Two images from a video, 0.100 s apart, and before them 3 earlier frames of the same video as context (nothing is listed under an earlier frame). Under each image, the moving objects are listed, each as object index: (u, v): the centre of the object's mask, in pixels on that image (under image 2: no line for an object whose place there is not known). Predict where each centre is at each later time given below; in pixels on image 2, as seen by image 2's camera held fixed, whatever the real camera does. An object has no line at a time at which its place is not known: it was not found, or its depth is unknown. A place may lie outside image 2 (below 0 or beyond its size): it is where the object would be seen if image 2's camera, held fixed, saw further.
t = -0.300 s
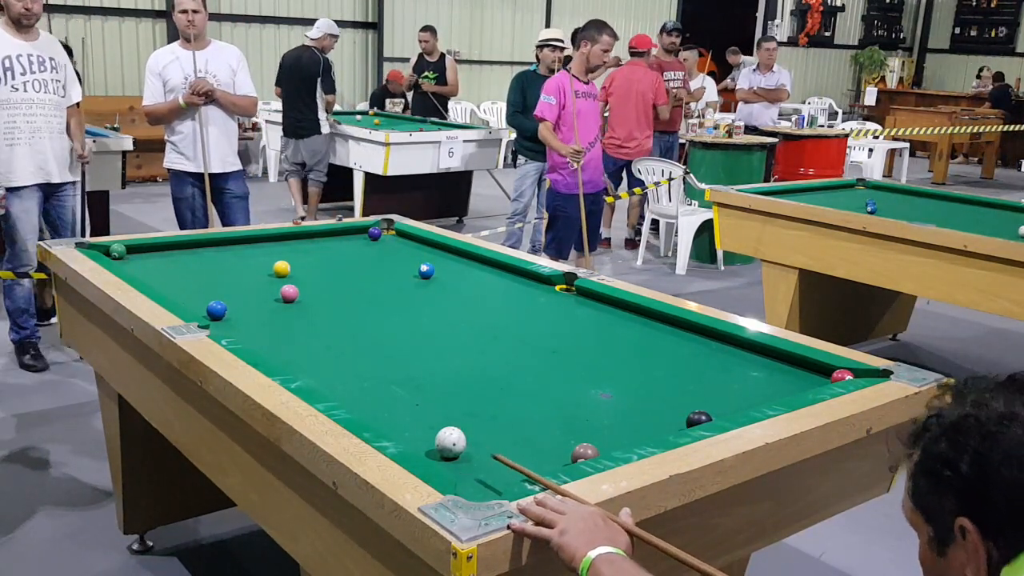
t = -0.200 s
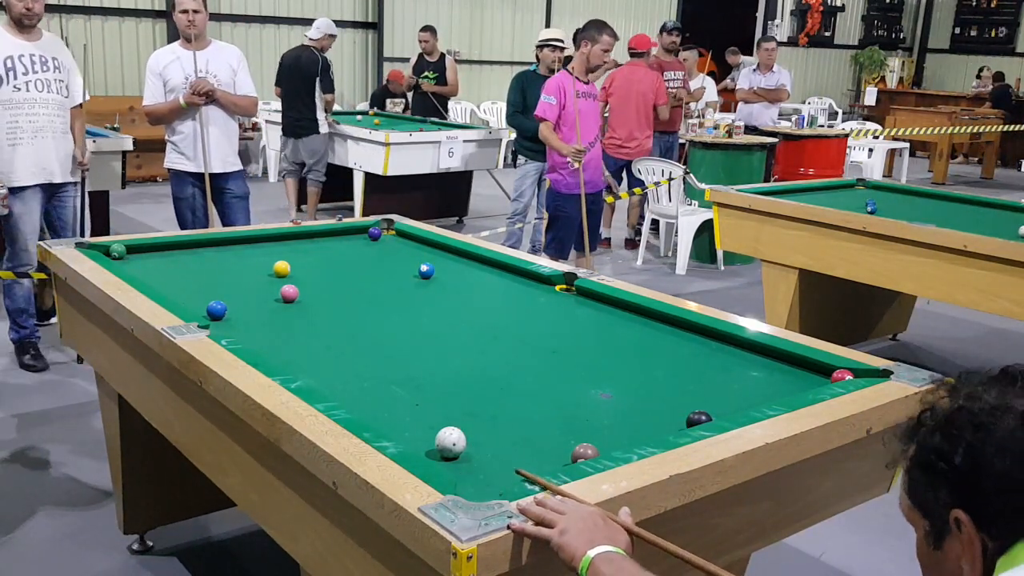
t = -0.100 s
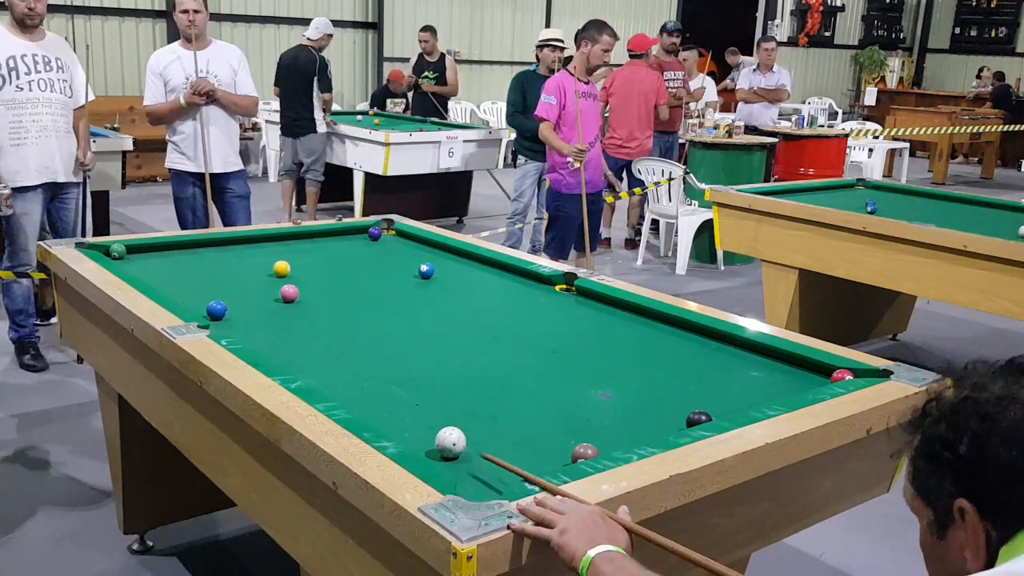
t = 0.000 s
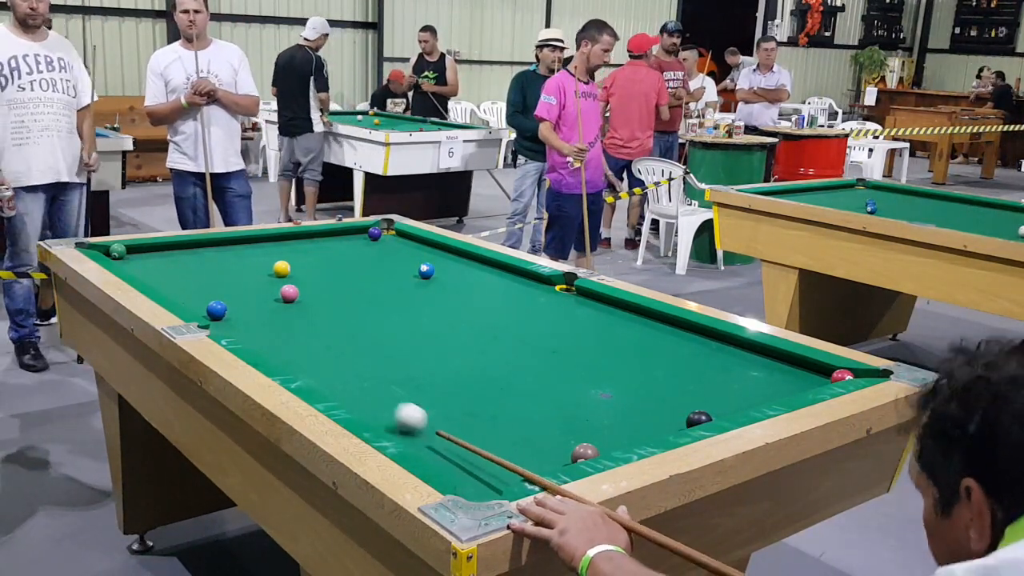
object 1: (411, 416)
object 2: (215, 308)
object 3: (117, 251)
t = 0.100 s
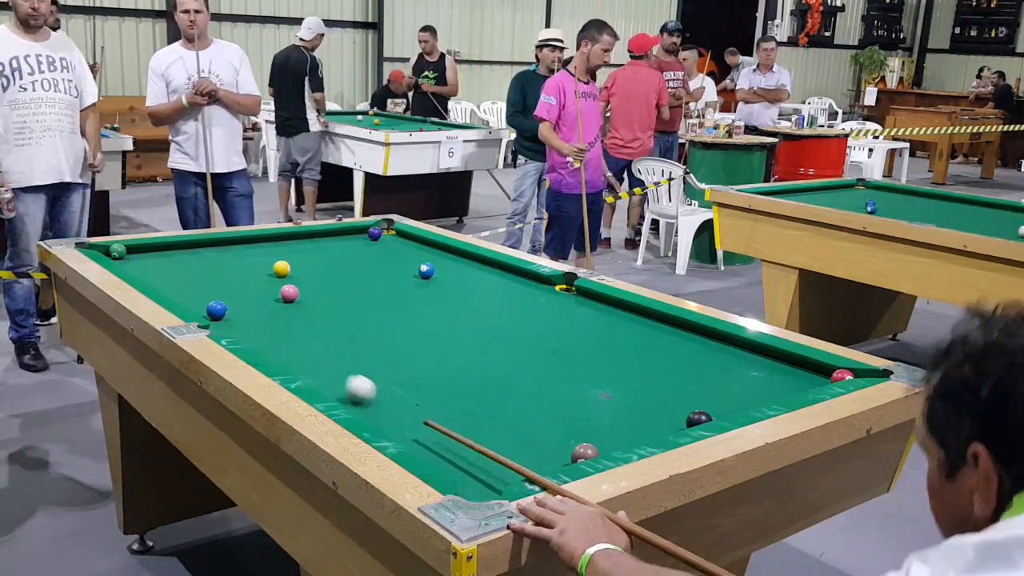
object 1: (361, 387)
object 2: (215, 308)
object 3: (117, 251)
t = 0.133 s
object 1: (345, 379)
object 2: (215, 308)
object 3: (117, 251)
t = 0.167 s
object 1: (331, 371)
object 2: (215, 308)
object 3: (117, 251)
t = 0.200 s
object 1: (317, 363)
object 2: (215, 308)
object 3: (117, 251)
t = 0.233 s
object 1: (304, 355)
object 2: (215, 308)
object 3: (117, 251)
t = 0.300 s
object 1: (280, 342)
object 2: (215, 308)
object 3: (117, 251)
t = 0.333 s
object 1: (268, 335)
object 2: (215, 308)
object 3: (117, 251)
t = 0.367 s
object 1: (257, 329)
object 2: (215, 308)
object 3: (117, 251)
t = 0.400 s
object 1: (246, 323)
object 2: (215, 308)
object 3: (117, 251)
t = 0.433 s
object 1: (236, 317)
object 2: (215, 308)
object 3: (117, 251)
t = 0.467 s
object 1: (228, 313)
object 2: (212, 307)
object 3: (118, 251)
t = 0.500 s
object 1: (227, 311)
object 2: (201, 302)
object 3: (117, 251)
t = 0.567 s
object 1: (224, 307)
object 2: (178, 291)
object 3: (117, 251)
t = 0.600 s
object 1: (222, 305)
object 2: (169, 287)
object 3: (117, 251)
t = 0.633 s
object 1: (219, 303)
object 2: (159, 282)
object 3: (117, 251)
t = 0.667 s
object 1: (217, 300)
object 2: (152, 279)
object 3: (117, 251)
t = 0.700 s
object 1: (215, 298)
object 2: (147, 275)
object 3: (117, 251)
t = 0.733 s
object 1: (213, 296)
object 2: (143, 273)
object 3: (117, 251)
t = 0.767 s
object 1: (211, 294)
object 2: (140, 270)
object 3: (117, 251)
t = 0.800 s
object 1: (209, 292)
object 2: (136, 268)
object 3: (117, 251)
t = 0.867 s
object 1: (205, 288)
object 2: (128, 262)
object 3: (117, 251)
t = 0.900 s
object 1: (203, 286)
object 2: (125, 259)
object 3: (116, 250)
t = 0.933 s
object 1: (201, 284)
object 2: (121, 257)
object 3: (116, 248)
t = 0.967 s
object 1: (199, 282)
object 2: (118, 255)
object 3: (117, 247)
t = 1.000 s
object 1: (198, 280)
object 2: (115, 254)
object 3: (122, 248)
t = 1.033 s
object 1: (196, 278)
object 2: (113, 254)
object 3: (125, 251)
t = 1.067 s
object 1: (195, 276)
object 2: (113, 255)
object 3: (128, 252)
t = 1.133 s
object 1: (191, 273)
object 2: (120, 255)
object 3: (135, 252)
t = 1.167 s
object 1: (190, 271)
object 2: (123, 255)
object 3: (139, 252)
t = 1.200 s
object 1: (188, 269)
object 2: (126, 255)
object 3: (143, 253)
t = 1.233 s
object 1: (187, 268)
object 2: (129, 255)
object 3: (147, 253)
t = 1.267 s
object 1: (186, 266)
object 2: (132, 255)
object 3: (151, 254)
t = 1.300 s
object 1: (184, 264)
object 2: (136, 255)
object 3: (154, 254)
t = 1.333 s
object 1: (183, 263)
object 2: (139, 254)
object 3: (158, 254)
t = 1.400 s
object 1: (180, 260)
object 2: (145, 254)
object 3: (165, 255)
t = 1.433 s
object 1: (179, 259)
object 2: (148, 254)
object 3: (167, 254)
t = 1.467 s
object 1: (180, 258)
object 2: (150, 254)
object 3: (168, 254)
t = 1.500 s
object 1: (181, 258)
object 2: (153, 254)
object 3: (169, 252)
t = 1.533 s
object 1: (183, 257)
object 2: (154, 254)
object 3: (170, 251)
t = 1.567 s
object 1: (185, 257)
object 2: (154, 253)
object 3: (172, 250)
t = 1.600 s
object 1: (186, 256)
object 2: (155, 253)
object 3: (174, 249)
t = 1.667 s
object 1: (188, 255)
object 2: (157, 253)
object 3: (178, 246)
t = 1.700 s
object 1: (190, 255)
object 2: (158, 253)
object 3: (180, 245)
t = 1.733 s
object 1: (191, 255)
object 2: (158, 253)
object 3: (182, 244)
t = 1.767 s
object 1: (192, 254)
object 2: (159, 253)
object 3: (185, 244)
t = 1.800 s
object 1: (194, 254)
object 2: (160, 253)
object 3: (188, 243)
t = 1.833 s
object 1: (195, 254)
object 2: (160, 252)
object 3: (191, 243)
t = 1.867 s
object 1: (196, 253)
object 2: (161, 252)
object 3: (195, 243)
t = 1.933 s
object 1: (199, 252)
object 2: (162, 252)
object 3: (202, 243)
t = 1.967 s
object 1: (200, 252)
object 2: (163, 252)
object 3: (207, 244)
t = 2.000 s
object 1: (201, 252)
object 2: (163, 252)
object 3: (210, 246)
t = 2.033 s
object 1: (202, 252)
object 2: (164, 252)
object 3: (213, 246)
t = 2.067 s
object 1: (203, 252)
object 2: (164, 252)
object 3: (215, 247)
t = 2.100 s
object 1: (204, 251)
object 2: (165, 251)
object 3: (218, 248)
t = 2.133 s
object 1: (205, 251)
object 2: (165, 252)
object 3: (220, 249)
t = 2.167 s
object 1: (206, 251)
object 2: (166, 252)
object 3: (223, 249)
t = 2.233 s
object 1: (208, 251)
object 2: (167, 252)
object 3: (228, 250)
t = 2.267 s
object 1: (209, 250)
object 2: (167, 251)
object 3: (230, 250)
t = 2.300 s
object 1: (210, 250)
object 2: (168, 252)
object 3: (234, 250)
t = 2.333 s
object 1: (211, 250)
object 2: (168, 251)
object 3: (236, 251)
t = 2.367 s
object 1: (212, 249)
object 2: (168, 251)
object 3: (239, 251)
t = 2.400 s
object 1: (213, 249)
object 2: (169, 251)
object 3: (242, 251)
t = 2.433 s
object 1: (214, 249)
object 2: (169, 251)
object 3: (245, 252)
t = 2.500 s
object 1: (216, 249)
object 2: (169, 251)
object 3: (250, 252)
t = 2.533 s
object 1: (217, 248)
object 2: (170, 251)
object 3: (253, 252)
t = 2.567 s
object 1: (218, 248)
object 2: (170, 251)
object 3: (256, 252)
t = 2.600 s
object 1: (218, 248)
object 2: (170, 251)
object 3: (258, 252)
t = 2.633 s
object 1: (219, 248)
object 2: (170, 251)
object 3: (261, 253)
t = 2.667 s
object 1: (220, 248)
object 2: (170, 251)
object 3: (264, 253)
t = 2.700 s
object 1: (221, 247)
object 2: (170, 251)
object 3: (267, 253)
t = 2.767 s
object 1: (223, 247)
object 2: (170, 251)
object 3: (271, 254)
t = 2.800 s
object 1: (223, 247)
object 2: (170, 251)
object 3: (274, 254)
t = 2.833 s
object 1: (224, 247)
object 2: (170, 251)
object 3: (276, 254)
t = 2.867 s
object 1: (225, 247)
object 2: (170, 251)
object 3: (278, 254)
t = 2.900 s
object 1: (225, 246)
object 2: (170, 251)
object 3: (281, 254)
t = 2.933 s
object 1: (226, 246)
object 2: (170, 251)
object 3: (284, 254)
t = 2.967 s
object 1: (227, 246)
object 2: (170, 251)
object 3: (287, 255)
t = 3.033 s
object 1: (228, 246)
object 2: (170, 251)
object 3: (291, 256)
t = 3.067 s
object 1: (229, 246)
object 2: (170, 251)
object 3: (294, 256)
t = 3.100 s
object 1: (230, 246)
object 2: (170, 251)
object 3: (296, 256)
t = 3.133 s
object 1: (230, 245)
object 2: (170, 251)
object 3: (298, 256)
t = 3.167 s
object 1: (231, 245)
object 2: (170, 251)
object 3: (300, 256)
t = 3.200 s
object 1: (232, 245)
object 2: (170, 251)
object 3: (302, 257)
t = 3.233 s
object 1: (232, 245)
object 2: (170, 251)
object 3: (304, 257)
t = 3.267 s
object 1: (233, 245)
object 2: (170, 251)
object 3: (307, 257)
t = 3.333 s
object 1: (234, 245)
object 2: (170, 251)
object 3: (311, 257)
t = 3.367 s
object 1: (234, 245)
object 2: (170, 251)
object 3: (313, 258)
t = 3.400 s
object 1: (235, 244)
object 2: (170, 251)
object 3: (315, 258)
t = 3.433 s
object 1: (235, 244)
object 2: (170, 251)
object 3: (317, 258)
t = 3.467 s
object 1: (236, 244)
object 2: (170, 251)
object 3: (318, 258)
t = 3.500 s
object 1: (236, 244)
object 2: (170, 251)
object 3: (320, 258)
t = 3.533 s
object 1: (237, 244)
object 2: (170, 251)
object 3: (322, 258)
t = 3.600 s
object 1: (238, 244)
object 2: (170, 251)
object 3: (326, 258)
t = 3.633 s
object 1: (238, 244)
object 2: (170, 251)
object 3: (327, 259)
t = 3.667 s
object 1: (239, 244)
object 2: (170, 251)
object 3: (329, 259)
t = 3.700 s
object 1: (239, 244)
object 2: (170, 251)
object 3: (331, 259)
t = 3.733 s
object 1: (240, 244)
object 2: (170, 251)
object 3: (333, 259)
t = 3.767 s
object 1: (240, 244)
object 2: (170, 251)
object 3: (334, 259)
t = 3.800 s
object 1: (240, 244)
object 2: (170, 251)
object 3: (336, 259)
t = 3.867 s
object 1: (241, 244)
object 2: (170, 251)
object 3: (339, 260)
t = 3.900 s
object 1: (241, 244)
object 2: (170, 251)
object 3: (340, 260)
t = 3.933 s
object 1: (241, 244)
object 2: (170, 251)
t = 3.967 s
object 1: (242, 244)
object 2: (170, 251)
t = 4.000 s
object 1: (242, 244)
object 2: (170, 251)
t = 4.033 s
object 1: (242, 244)
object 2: (170, 251)
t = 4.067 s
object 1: (242, 243)
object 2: (170, 251)
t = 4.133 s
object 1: (242, 243)
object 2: (170, 251)
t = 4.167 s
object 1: (242, 244)
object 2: (170, 251)
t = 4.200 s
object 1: (242, 244)
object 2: (170, 251)
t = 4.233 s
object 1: (242, 244)
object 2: (170, 251)
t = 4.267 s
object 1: (242, 244)
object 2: (170, 251)
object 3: (355, 261)
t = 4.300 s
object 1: (242, 244)
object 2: (170, 251)
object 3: (356, 261)
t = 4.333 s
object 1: (242, 244)
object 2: (170, 251)
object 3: (357, 261)
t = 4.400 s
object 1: (242, 244)
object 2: (170, 251)
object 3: (360, 261)
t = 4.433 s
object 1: (242, 244)
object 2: (170, 251)
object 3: (361, 261)
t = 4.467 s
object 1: (242, 244)
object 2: (170, 251)
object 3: (362, 261)
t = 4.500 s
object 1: (242, 244)
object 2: (170, 251)
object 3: (363, 262)
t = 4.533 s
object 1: (242, 244)
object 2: (170, 251)
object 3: (364, 262)
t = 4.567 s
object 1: (242, 244)
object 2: (170, 251)
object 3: (364, 262)
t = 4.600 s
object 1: (242, 244)
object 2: (170, 251)
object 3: (365, 262)
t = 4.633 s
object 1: (242, 244)
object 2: (170, 251)
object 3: (366, 262)
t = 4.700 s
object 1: (242, 244)
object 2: (170, 251)
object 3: (367, 262)
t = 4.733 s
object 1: (242, 244)
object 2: (170, 251)
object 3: (368, 262)
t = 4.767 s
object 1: (242, 244)
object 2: (170, 251)
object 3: (368, 262)
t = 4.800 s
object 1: (242, 244)
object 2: (170, 251)
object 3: (369, 262)
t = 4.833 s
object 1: (242, 244)
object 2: (170, 251)
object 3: (370, 263)
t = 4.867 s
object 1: (242, 244)
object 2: (170, 251)
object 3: (370, 263)
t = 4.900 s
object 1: (242, 244)
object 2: (170, 251)
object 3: (370, 263)
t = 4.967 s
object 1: (242, 243)
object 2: (170, 251)
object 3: (371, 263)
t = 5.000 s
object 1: (242, 244)
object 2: (170, 251)
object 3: (372, 263)
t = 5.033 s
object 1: (242, 243)
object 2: (170, 251)
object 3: (372, 263)
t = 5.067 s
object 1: (242, 243)
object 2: (170, 251)
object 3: (373, 263)
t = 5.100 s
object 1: (242, 243)
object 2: (170, 251)
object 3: (373, 263)
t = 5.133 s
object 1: (242, 243)
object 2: (170, 251)
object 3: (373, 263)
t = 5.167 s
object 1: (242, 243)
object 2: (170, 251)
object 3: (373, 263)
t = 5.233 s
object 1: (242, 244)
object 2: (170, 251)
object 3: (374, 263)
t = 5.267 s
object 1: (242, 244)
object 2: (170, 251)
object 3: (374, 263)
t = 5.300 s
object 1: (242, 244)
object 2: (170, 251)
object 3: (374, 263)
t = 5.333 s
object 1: (242, 244)
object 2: (170, 251)
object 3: (375, 263)
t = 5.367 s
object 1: (242, 244)
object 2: (170, 251)
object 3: (375, 263)
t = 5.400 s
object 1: (242, 243)
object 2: (170, 251)
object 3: (375, 263)
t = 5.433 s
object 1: (242, 244)
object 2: (170, 251)
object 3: (375, 263)
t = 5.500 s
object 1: (242, 243)
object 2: (170, 251)
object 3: (375, 263)
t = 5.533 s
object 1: (242, 244)
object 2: (170, 251)
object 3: (374, 263)
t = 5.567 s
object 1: (242, 244)
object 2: (170, 251)
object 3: (374, 263)
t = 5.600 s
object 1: (242, 244)
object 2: (170, 251)
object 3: (374, 263)
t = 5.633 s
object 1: (242, 244)
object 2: (170, 251)
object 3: (374, 263)
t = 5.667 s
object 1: (242, 243)
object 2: (170, 251)
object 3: (374, 263)
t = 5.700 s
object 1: (242, 243)
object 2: (170, 251)
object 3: (374, 263)
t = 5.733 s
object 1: (242, 243)
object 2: (170, 251)
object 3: (374, 263)
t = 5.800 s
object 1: (242, 243)
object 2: (170, 251)
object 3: (374, 263)
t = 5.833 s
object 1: (242, 243)
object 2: (170, 251)
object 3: (374, 263)
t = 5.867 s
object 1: (242, 243)
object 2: (170, 251)
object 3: (374, 263)
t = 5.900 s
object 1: (242, 243)
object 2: (170, 251)
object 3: (374, 263)
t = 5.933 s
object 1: (242, 243)
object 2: (170, 251)
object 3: (374, 263)
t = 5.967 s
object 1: (242, 243)
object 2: (170, 251)
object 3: (374, 263)
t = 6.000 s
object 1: (242, 243)
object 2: (170, 251)
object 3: (374, 263)
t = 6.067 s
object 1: (242, 243)
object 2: (170, 251)
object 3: (374, 263)
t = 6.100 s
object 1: (242, 244)
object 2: (170, 251)
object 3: (374, 263)
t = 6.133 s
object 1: (242, 243)
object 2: (170, 251)
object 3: (374, 263)
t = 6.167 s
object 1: (242, 243)
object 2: (170, 251)
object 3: (374, 263)
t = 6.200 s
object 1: (242, 243)
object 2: (170, 251)
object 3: (374, 263)
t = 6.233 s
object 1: (242, 243)
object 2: (170, 251)
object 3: (374, 263)
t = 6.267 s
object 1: (242, 243)
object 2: (170, 251)
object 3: (374, 263)
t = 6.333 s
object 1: (242, 243)
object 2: (170, 251)
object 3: (374, 263)
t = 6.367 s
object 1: (242, 243)
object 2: (170, 251)
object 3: (374, 263)
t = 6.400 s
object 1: (242, 243)
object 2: (170, 251)
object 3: (374, 263)
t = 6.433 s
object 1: (242, 243)
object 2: (170, 251)
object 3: (374, 263)
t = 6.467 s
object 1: (242, 243)
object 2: (170, 251)
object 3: (374, 263)
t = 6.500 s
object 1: (242, 243)
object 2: (170, 251)
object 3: (374, 263)
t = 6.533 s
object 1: (242, 243)
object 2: (170, 251)
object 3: (374, 263)
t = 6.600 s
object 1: (242, 243)
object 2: (170, 251)
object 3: (374, 263)
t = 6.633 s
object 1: (242, 243)
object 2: (170, 251)
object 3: (374, 263)
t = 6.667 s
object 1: (242, 243)
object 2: (170, 251)
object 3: (374, 263)
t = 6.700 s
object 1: (242, 243)
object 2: (170, 251)
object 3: (374, 263)
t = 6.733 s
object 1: (242, 243)
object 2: (170, 251)
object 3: (374, 263)
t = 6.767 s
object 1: (242, 243)
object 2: (170, 251)
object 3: (374, 263)
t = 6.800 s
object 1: (242, 243)
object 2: (170, 251)
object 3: (374, 263)
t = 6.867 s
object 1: (242, 243)
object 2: (170, 251)
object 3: (374, 263)
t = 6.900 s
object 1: (242, 243)
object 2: (170, 251)
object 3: (374, 263)
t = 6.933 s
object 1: (242, 243)
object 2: (170, 251)
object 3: (374, 263)
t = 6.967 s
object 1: (242, 243)
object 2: (170, 251)
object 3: (374, 263)
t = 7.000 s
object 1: (242, 243)
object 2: (170, 251)
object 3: (374, 263)
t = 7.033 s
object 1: (242, 243)
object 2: (170, 251)
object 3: (374, 263)
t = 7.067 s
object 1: (242, 243)
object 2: (170, 251)
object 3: (374, 263)
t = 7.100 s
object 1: (242, 243)
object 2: (170, 251)
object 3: (374, 263)
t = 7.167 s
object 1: (242, 243)
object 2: (170, 251)
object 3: (374, 263)
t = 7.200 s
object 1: (242, 243)
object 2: (170, 251)
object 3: (374, 263)
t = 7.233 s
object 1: (242, 243)
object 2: (170, 251)
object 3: (374, 263)
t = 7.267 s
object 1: (242, 243)
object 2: (170, 251)
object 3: (374, 263)
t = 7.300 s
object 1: (242, 243)
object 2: (170, 251)
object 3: (374, 263)
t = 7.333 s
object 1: (242, 243)
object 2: (170, 251)
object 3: (374, 263)
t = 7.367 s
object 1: (242, 243)
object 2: (170, 251)
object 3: (374, 263)
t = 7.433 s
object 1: (242, 243)
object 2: (170, 251)
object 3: (374, 263)
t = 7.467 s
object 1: (242, 243)
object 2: (170, 251)
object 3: (374, 263)
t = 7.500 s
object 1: (242, 243)
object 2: (170, 251)
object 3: (374, 263)
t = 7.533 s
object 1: (242, 243)
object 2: (170, 251)
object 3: (374, 263)
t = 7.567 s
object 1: (242, 243)
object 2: (170, 251)
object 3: (374, 263)
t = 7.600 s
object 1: (242, 243)
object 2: (170, 251)
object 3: (374, 263)
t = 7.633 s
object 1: (242, 243)
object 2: (170, 251)
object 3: (374, 263)
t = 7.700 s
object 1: (242, 243)
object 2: (170, 251)
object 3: (374, 263)
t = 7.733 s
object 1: (242, 243)
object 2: (170, 251)
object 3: (374, 263)
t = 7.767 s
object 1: (242, 243)
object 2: (170, 251)
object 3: (374, 263)
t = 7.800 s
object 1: (242, 243)
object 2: (170, 251)
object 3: (374, 263)
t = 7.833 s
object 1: (242, 243)
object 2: (170, 251)
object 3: (374, 263)
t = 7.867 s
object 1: (242, 243)
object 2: (170, 251)
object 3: (374, 263)
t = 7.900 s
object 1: (242, 243)
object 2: (170, 251)
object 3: (374, 263)
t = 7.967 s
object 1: (242, 243)
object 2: (170, 251)
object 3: (374, 263)
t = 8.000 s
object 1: (242, 243)
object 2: (170, 251)
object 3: (374, 263)
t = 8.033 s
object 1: (242, 244)
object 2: (170, 251)
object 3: (374, 263)
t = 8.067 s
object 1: (242, 243)
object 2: (170, 251)
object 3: (374, 263)
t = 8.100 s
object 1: (242, 244)
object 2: (170, 251)
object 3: (374, 263)
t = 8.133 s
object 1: (242, 244)
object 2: (170, 251)
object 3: (374, 263)
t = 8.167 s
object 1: (242, 244)
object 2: (170, 251)
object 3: (374, 263)
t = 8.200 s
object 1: (242, 244)
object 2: (170, 251)
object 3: (374, 263)
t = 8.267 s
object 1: (242, 243)
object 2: (170, 251)
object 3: (374, 263)
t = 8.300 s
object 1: (242, 244)
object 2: (170, 251)
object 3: (374, 263)
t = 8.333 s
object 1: (242, 244)
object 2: (170, 251)
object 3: (374, 263)
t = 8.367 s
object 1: (242, 244)
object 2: (170, 251)
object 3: (374, 263)
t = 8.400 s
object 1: (242, 243)
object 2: (170, 251)
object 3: (374, 263)
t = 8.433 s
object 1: (242, 244)
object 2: (170, 251)
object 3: (374, 263)
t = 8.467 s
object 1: (242, 243)
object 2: (170, 251)
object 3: (374, 263)
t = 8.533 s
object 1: (242, 243)
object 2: (170, 251)
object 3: (374, 263)
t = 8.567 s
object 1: (242, 243)
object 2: (170, 251)
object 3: (374, 263)
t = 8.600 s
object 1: (242, 243)
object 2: (170, 251)
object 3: (374, 263)
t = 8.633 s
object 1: (242, 243)
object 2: (170, 251)
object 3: (374, 263)
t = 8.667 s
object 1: (242, 243)
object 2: (170, 251)
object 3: (374, 263)
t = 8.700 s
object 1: (242, 243)
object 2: (170, 251)
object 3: (374, 263)
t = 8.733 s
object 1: (242, 243)
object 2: (170, 251)
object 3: (374, 263)
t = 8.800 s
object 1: (242, 243)
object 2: (170, 251)
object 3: (374, 263)
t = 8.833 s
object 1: (242, 243)
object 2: (170, 251)
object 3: (374, 263)
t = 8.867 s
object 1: (242, 243)
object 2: (170, 251)
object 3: (374, 263)
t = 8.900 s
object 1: (242, 243)
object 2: (170, 251)
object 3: (374, 263)
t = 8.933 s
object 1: (242, 243)
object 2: (170, 251)
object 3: (374, 263)
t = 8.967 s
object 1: (242, 243)
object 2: (170, 251)
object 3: (374, 263)
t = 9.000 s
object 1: (242, 243)
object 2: (170, 251)
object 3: (374, 263)
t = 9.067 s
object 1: (242, 243)
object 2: (170, 251)
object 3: (374, 263)
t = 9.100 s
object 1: (242, 243)
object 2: (170, 251)
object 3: (374, 263)
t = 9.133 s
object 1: (242, 243)
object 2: (170, 251)
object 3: (374, 263)
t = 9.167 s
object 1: (242, 243)
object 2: (170, 251)
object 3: (374, 263)
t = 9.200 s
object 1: (242, 243)
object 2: (170, 251)
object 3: (374, 263)
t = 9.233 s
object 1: (242, 243)
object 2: (170, 251)
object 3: (374, 263)
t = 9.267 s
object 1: (242, 243)
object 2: (170, 251)
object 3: (374, 263)
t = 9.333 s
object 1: (242, 243)
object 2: (170, 251)
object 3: (374, 263)
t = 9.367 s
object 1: (242, 243)
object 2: (170, 251)
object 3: (374, 263)
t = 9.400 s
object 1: (242, 243)
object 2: (170, 251)
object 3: (374, 263)
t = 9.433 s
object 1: (242, 243)
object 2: (170, 251)
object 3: (374, 263)
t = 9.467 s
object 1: (242, 243)
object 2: (170, 251)
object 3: (374, 263)
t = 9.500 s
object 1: (242, 243)
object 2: (170, 251)
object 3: (374, 263)
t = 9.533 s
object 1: (242, 243)
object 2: (170, 251)
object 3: (374, 263)
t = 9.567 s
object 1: (242, 243)
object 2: (170, 251)
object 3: (374, 263)
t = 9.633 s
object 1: (242, 243)
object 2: (170, 251)
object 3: (374, 263)
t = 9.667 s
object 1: (242, 243)
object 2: (170, 251)
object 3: (374, 263)
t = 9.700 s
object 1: (242, 243)
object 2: (170, 251)
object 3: (374, 263)
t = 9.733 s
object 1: (242, 243)
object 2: (170, 251)
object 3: (374, 263)
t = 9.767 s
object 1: (242, 243)
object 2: (170, 251)
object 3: (374, 263)
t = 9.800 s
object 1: (242, 243)
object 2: (170, 251)
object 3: (374, 263)
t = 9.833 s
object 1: (242, 243)
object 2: (170, 251)
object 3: (374, 263)
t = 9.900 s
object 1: (242, 243)
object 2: (170, 251)
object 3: (374, 263)
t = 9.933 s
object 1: (242, 243)
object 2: (170, 251)
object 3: (374, 263)
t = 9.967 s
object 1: (242, 243)
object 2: (170, 251)
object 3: (374, 263)
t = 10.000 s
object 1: (242, 243)
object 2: (170, 251)
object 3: (374, 263)
